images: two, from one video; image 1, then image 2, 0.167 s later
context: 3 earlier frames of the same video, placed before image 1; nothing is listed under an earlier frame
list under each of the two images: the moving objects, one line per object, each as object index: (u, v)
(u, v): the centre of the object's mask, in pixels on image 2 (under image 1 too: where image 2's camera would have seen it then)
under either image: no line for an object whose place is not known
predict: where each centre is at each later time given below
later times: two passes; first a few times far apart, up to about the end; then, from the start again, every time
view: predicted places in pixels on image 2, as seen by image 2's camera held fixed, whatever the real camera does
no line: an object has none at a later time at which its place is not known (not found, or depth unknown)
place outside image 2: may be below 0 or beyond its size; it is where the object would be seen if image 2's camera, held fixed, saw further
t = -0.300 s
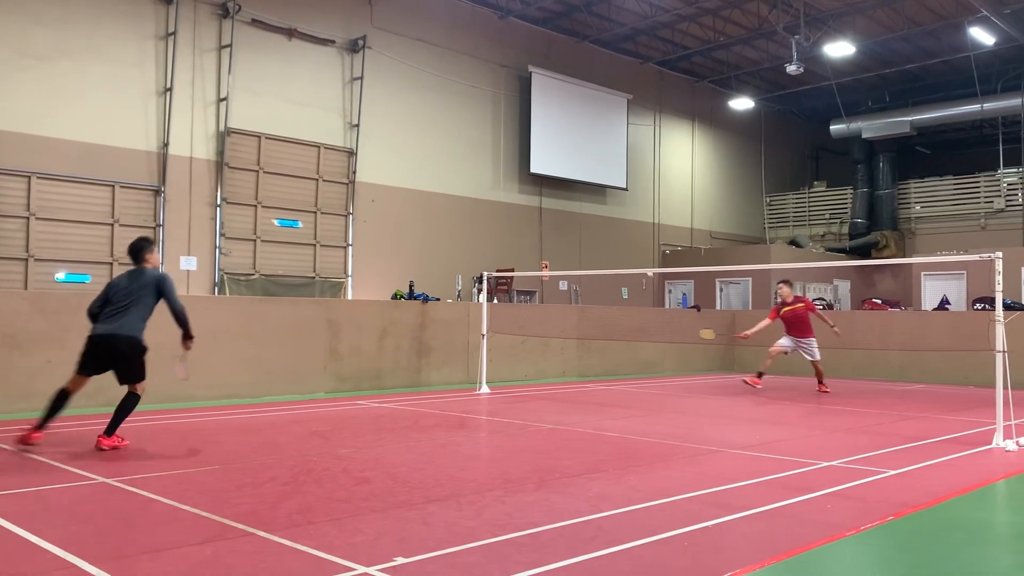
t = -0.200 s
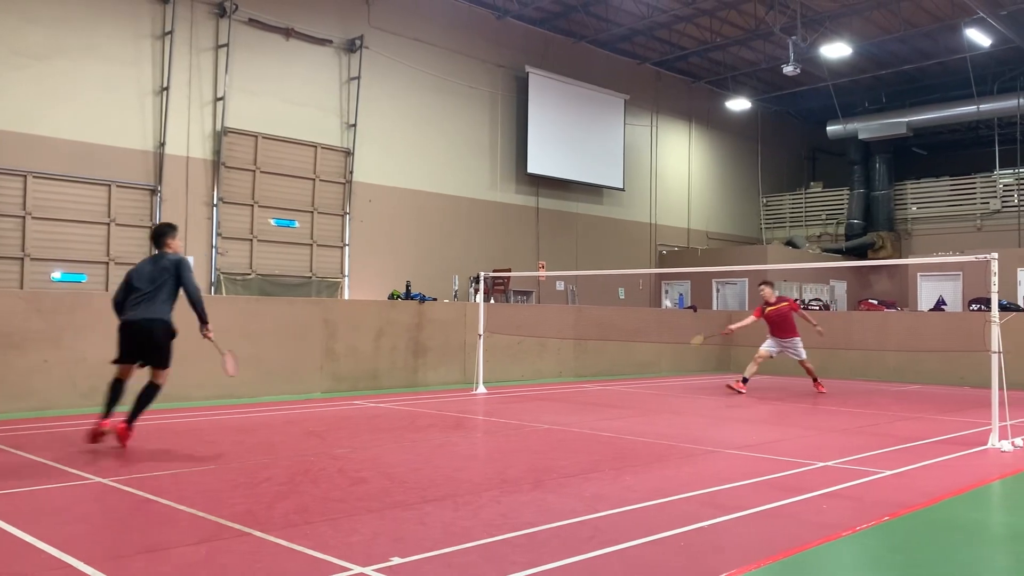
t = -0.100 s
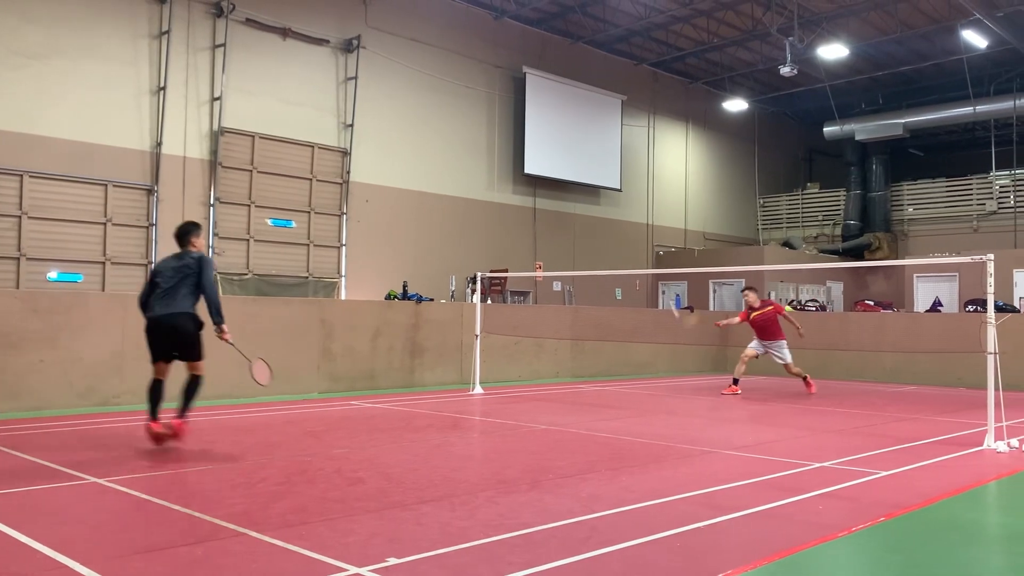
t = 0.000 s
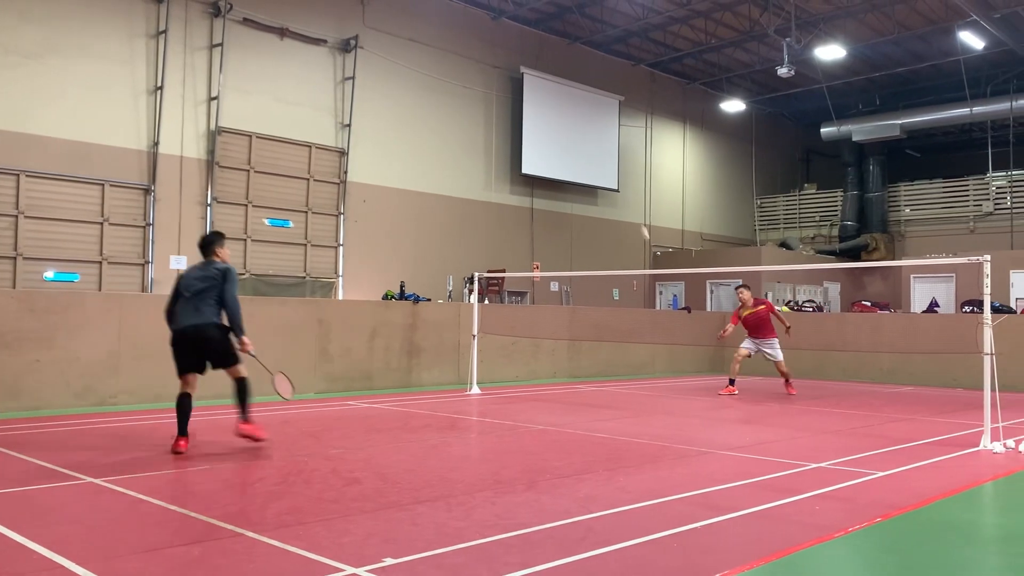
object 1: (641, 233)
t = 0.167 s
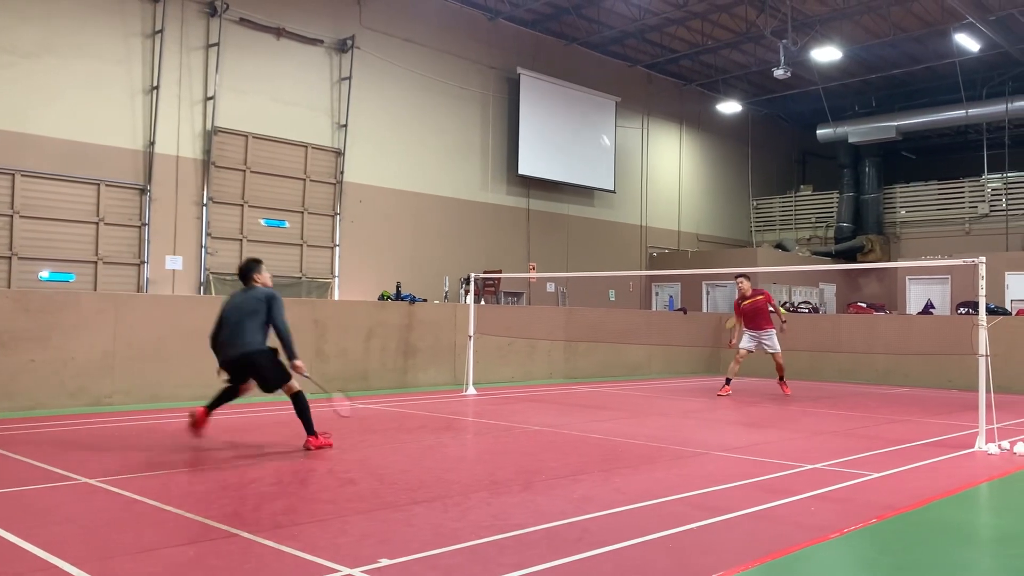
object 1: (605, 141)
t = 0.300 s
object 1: (576, 89)
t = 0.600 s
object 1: (500, 47)
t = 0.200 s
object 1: (598, 126)
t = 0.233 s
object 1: (590, 113)
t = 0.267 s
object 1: (583, 100)
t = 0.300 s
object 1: (576, 89)
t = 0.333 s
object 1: (568, 79)
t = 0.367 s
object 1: (561, 70)
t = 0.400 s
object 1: (553, 62)
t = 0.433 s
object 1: (545, 56)
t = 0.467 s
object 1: (536, 51)
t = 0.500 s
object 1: (528, 48)
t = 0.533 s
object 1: (519, 46)
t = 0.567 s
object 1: (509, 45)
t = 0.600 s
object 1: (500, 47)
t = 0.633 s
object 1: (491, 50)
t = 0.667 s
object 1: (481, 55)
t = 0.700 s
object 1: (470, 61)
